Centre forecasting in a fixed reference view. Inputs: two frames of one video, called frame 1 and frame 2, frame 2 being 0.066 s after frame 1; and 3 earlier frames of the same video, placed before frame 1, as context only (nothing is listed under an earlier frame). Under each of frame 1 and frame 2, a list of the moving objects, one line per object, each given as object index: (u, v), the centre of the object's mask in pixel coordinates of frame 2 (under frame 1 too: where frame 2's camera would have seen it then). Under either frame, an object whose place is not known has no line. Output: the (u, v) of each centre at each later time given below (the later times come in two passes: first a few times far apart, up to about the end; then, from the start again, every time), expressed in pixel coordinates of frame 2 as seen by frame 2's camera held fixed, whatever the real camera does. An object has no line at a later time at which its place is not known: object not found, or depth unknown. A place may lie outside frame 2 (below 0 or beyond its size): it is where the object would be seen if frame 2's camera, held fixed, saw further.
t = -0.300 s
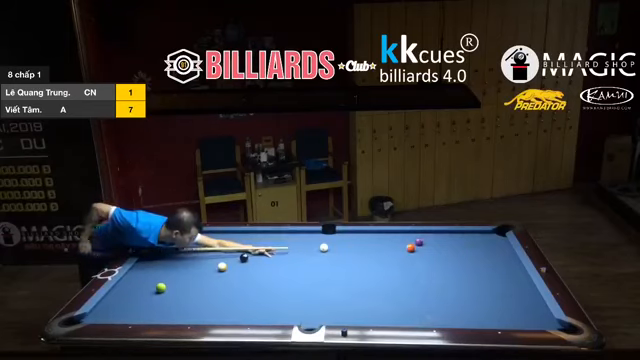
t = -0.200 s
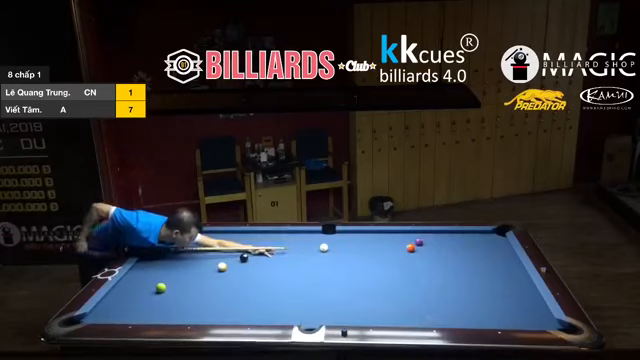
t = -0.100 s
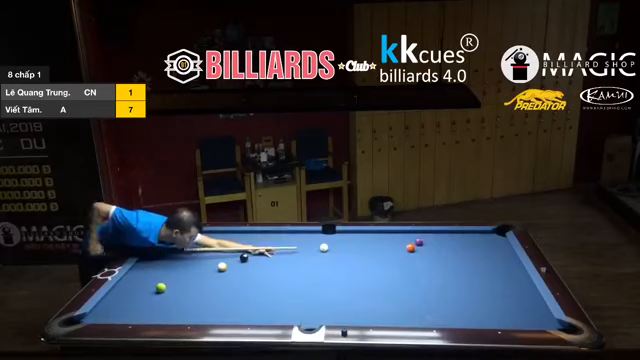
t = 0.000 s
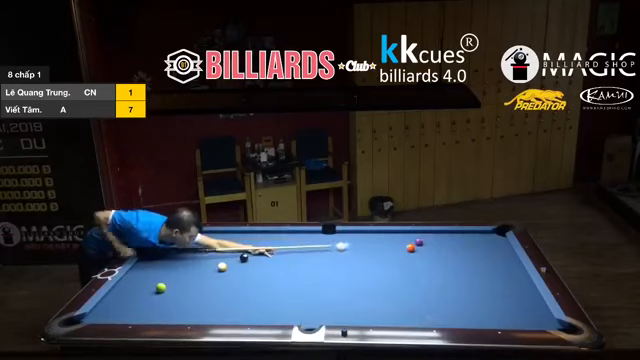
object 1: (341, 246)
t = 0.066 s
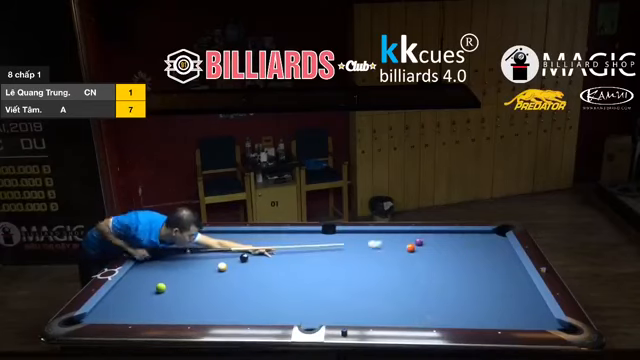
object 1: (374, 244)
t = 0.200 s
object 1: (412, 241)
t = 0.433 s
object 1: (430, 247)
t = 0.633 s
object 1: (453, 249)
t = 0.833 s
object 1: (477, 251)
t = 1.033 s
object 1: (501, 253)
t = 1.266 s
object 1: (502, 255)
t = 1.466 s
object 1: (491, 256)
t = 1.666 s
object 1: (481, 257)
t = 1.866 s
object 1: (471, 258)
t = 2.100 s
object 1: (460, 259)
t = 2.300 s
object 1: (451, 260)
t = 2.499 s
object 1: (443, 261)
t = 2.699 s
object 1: (435, 262)
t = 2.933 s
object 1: (426, 263)
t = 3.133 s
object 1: (419, 264)
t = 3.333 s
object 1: (412, 265)
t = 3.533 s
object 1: (406, 265)
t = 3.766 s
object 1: (400, 266)
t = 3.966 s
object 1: (395, 267)
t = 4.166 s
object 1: (390, 267)
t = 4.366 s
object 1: (386, 268)
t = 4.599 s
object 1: (382, 268)
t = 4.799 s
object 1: (379, 269)
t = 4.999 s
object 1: (377, 269)
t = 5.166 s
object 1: (376, 269)
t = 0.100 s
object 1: (390, 243)
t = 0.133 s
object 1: (405, 241)
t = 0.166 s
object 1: (411, 241)
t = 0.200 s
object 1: (412, 241)
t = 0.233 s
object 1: (415, 243)
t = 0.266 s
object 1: (417, 244)
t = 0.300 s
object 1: (418, 245)
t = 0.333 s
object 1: (420, 245)
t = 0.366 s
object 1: (423, 246)
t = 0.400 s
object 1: (426, 246)
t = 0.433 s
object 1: (430, 247)
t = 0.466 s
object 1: (433, 247)
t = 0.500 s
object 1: (437, 247)
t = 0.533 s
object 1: (441, 248)
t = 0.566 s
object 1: (445, 248)
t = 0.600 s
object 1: (449, 248)
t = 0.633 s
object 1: (453, 249)
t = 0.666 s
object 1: (457, 249)
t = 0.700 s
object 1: (461, 249)
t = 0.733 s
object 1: (465, 250)
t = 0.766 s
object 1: (469, 250)
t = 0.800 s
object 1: (473, 250)
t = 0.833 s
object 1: (477, 251)
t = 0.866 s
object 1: (481, 251)
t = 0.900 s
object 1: (485, 252)
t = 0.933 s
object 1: (489, 252)
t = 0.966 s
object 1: (493, 252)
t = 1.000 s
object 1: (497, 253)
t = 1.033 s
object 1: (501, 253)
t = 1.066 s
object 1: (505, 253)
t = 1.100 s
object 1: (509, 254)
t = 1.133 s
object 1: (511, 254)
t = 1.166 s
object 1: (508, 254)
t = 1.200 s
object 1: (506, 254)
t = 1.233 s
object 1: (504, 254)
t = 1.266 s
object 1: (502, 255)
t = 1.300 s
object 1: (500, 255)
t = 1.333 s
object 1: (499, 255)
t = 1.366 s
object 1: (497, 255)
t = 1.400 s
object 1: (495, 255)
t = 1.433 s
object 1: (493, 255)
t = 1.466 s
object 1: (491, 256)
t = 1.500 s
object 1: (490, 256)
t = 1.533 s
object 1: (488, 256)
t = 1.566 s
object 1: (486, 256)
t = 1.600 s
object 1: (484, 256)
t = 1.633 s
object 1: (483, 256)
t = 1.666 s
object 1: (481, 257)
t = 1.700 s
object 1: (480, 257)
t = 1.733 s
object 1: (478, 257)
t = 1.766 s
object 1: (476, 257)
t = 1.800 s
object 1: (475, 257)
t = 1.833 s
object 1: (473, 258)
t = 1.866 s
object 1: (471, 258)
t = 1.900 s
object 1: (469, 258)
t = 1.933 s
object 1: (468, 258)
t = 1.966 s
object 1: (466, 258)
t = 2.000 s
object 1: (465, 258)
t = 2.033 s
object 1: (463, 259)
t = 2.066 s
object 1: (462, 259)
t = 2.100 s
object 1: (460, 259)
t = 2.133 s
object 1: (459, 259)
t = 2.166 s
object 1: (457, 259)
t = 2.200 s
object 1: (456, 260)
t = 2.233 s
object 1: (454, 260)
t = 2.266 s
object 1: (453, 260)
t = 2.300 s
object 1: (451, 260)
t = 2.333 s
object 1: (450, 261)
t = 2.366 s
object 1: (448, 261)
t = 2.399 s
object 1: (448, 261)
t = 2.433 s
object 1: (446, 261)
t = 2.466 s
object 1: (445, 261)
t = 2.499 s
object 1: (443, 261)
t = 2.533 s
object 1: (442, 261)
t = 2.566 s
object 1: (440, 262)
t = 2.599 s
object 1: (439, 262)
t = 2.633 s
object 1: (437, 262)
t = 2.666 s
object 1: (436, 262)
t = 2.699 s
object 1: (435, 262)
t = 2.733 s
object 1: (434, 262)
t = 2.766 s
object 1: (433, 262)
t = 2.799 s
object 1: (431, 263)
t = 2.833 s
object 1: (430, 263)
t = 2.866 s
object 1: (429, 263)
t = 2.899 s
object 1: (427, 263)
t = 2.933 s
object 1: (426, 263)
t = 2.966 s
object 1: (426, 263)
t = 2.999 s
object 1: (424, 263)
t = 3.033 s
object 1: (422, 264)
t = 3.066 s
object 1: (422, 264)
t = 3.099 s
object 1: (420, 264)
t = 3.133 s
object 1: (419, 264)
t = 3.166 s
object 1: (418, 264)
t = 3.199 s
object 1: (417, 264)
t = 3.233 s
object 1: (416, 264)
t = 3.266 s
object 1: (415, 264)
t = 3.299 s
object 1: (414, 265)
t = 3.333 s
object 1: (412, 265)
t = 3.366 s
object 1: (411, 265)
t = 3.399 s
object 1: (410, 265)
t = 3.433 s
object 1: (409, 265)
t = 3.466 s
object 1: (408, 265)
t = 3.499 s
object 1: (407, 265)
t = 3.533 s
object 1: (406, 265)
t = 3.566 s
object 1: (406, 265)
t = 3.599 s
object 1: (405, 265)
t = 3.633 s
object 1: (404, 266)
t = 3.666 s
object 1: (402, 266)
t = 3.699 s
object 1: (402, 266)
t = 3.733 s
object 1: (401, 266)
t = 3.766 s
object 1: (400, 266)
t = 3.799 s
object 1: (399, 266)
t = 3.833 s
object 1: (398, 266)
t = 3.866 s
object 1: (397, 266)
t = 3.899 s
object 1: (397, 266)
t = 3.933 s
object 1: (396, 266)
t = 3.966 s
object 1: (395, 267)
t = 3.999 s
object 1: (394, 267)
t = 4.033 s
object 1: (393, 267)
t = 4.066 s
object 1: (392, 267)
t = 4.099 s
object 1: (392, 267)
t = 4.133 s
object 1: (391, 267)
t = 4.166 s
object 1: (390, 267)
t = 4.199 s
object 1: (390, 267)
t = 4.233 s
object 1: (389, 267)
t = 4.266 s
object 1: (388, 267)
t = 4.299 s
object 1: (388, 268)
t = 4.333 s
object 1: (387, 268)
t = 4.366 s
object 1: (386, 268)
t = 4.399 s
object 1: (385, 268)
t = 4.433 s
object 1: (385, 268)
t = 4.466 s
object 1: (384, 268)
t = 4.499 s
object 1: (384, 268)
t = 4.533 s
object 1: (383, 268)
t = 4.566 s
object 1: (383, 268)
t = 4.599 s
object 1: (382, 268)
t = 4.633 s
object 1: (382, 268)
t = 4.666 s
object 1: (381, 268)
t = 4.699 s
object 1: (381, 268)
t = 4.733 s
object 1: (381, 269)
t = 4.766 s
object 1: (380, 269)
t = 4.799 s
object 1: (379, 269)
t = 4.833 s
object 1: (379, 269)
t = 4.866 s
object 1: (379, 269)
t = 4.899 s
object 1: (378, 269)
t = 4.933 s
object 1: (378, 269)
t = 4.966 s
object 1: (377, 269)
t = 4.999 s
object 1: (377, 269)
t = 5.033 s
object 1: (377, 269)
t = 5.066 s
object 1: (376, 269)
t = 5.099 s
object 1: (376, 269)
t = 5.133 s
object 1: (376, 269)
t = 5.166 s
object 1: (376, 269)
